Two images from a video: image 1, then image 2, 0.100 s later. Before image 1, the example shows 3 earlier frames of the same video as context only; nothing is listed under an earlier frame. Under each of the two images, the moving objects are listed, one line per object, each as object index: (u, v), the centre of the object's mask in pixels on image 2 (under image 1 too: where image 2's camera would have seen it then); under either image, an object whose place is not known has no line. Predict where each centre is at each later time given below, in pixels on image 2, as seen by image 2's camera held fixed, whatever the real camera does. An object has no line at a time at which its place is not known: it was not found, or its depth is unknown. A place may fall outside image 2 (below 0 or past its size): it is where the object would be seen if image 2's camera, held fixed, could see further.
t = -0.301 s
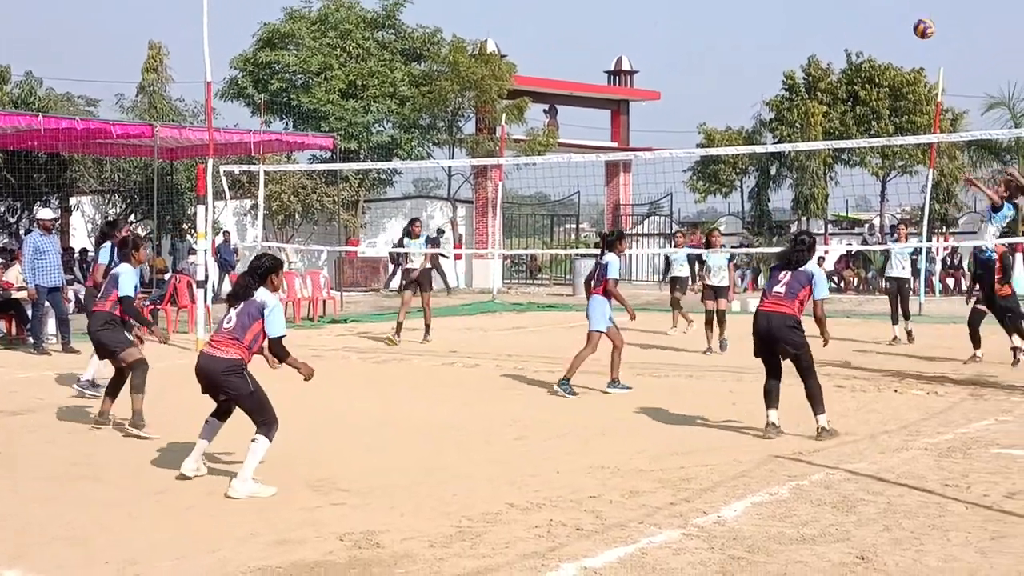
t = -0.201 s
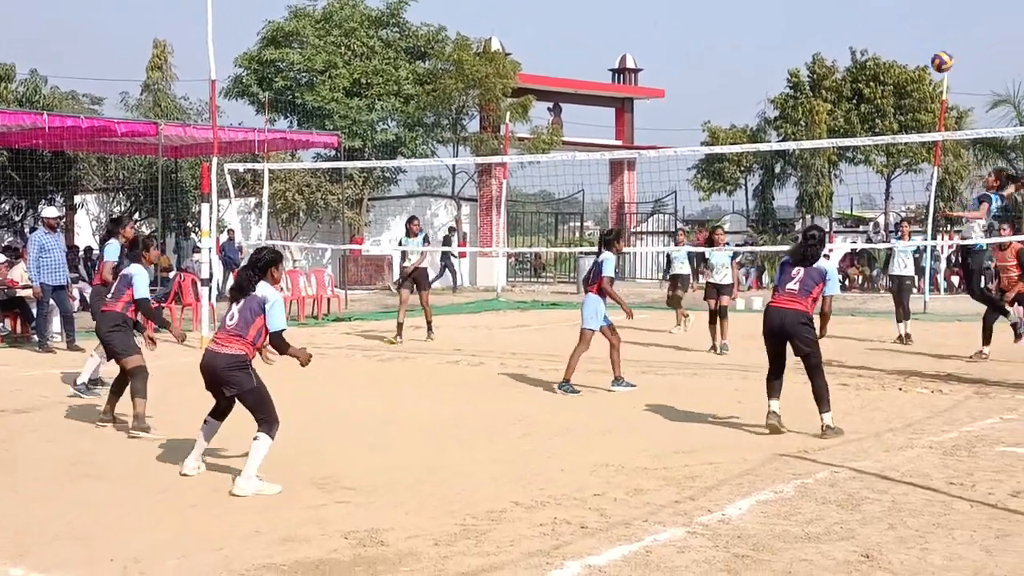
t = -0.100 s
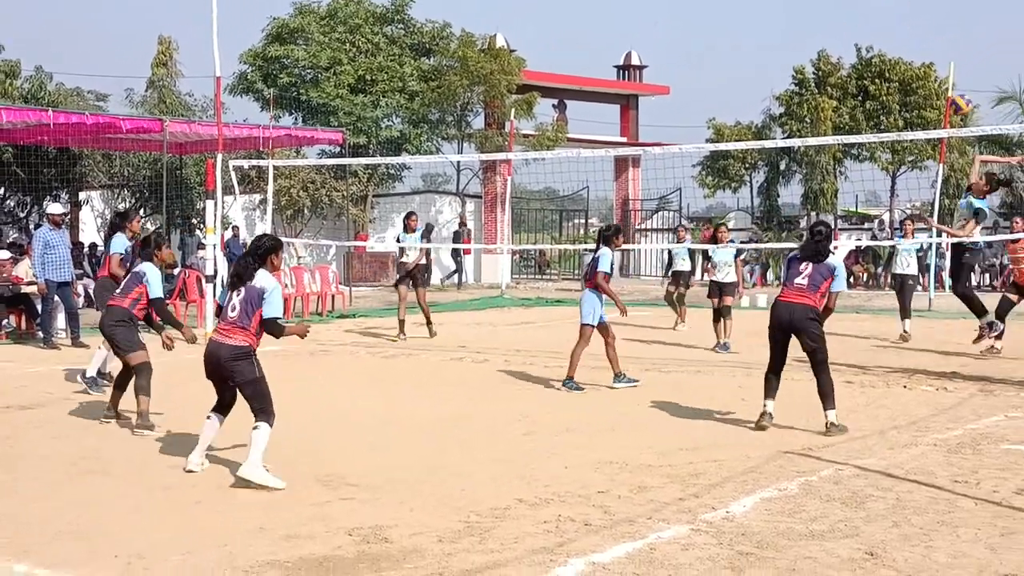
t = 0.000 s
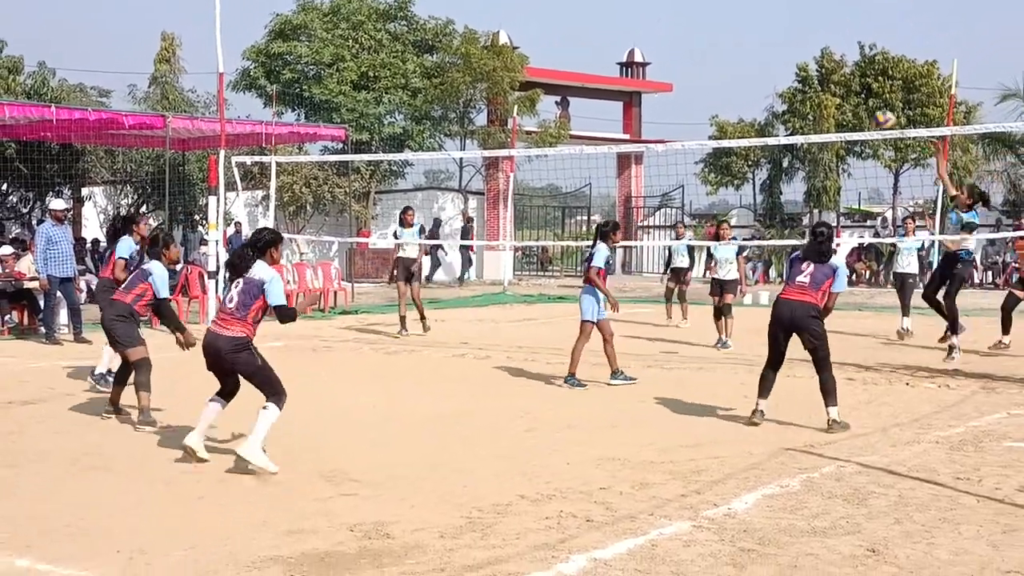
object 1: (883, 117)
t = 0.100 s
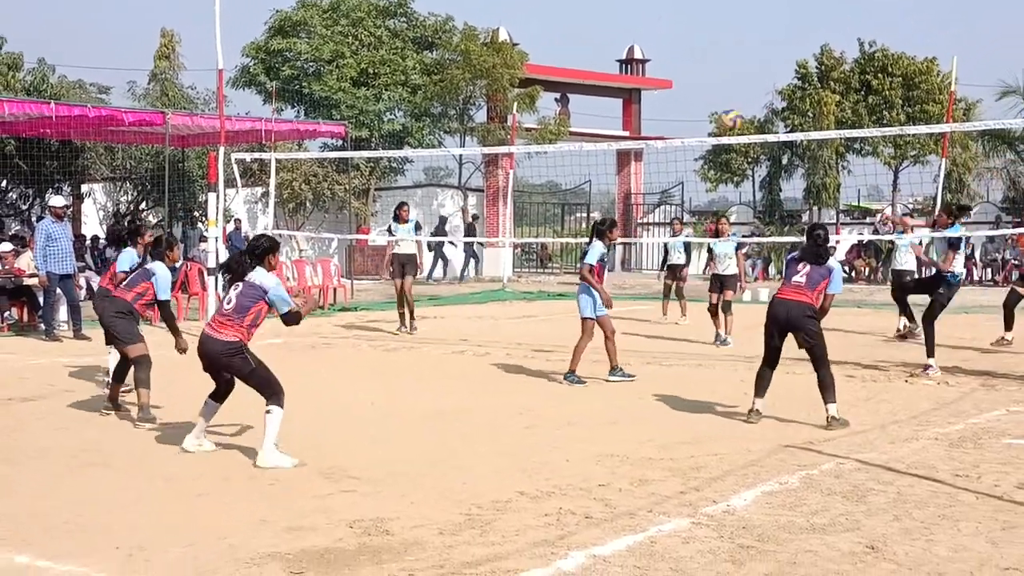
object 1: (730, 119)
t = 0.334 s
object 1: (371, 183)
